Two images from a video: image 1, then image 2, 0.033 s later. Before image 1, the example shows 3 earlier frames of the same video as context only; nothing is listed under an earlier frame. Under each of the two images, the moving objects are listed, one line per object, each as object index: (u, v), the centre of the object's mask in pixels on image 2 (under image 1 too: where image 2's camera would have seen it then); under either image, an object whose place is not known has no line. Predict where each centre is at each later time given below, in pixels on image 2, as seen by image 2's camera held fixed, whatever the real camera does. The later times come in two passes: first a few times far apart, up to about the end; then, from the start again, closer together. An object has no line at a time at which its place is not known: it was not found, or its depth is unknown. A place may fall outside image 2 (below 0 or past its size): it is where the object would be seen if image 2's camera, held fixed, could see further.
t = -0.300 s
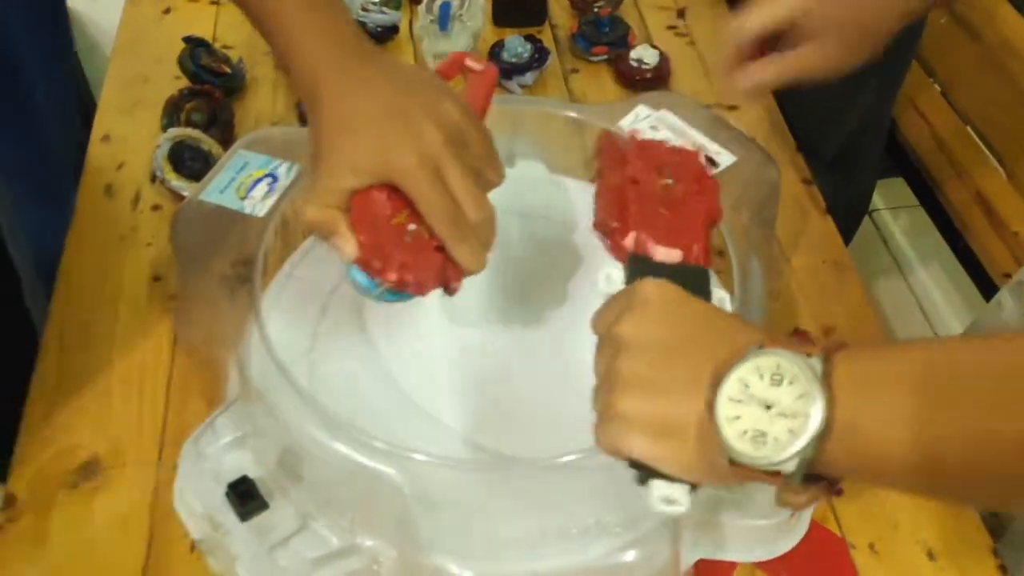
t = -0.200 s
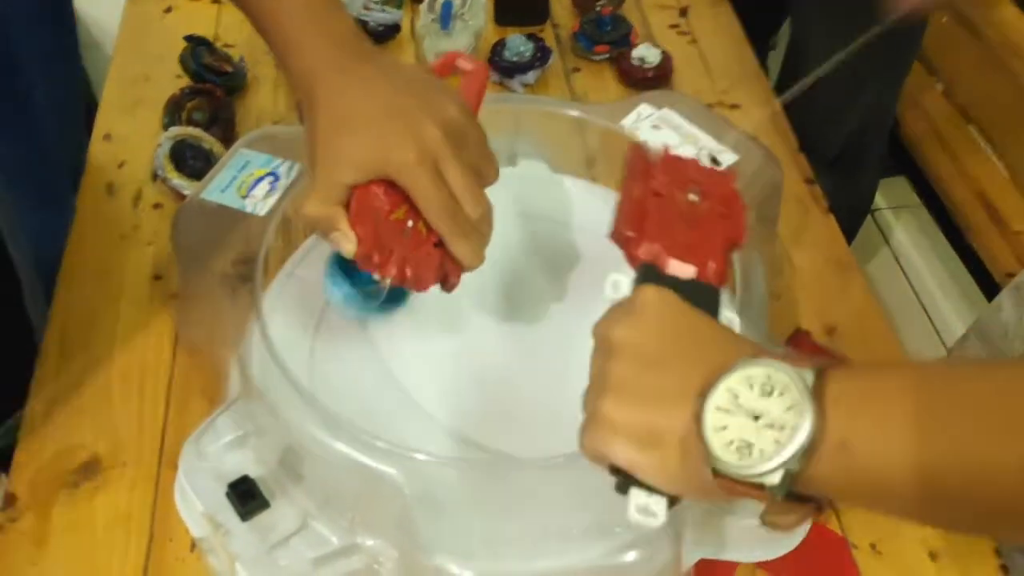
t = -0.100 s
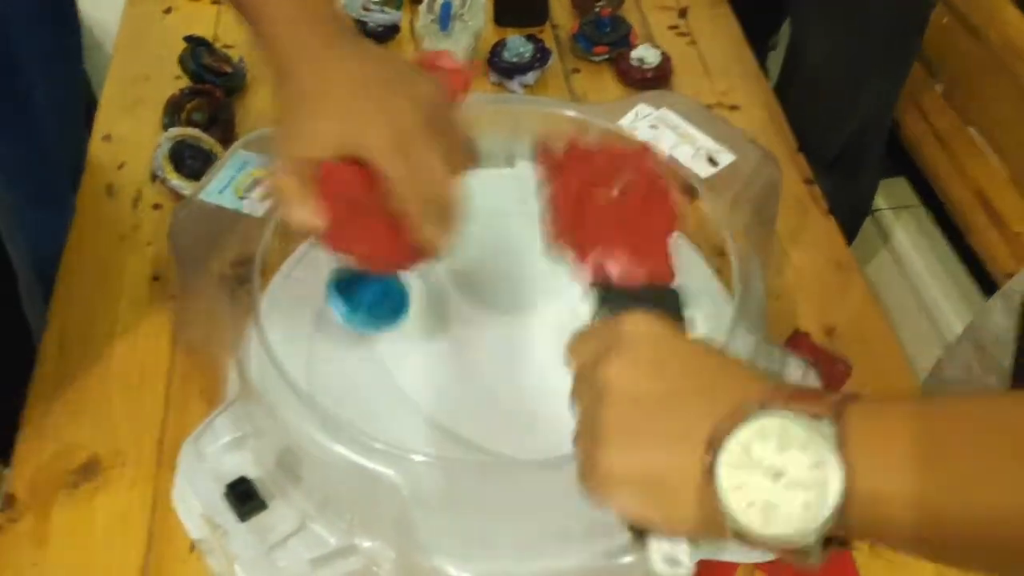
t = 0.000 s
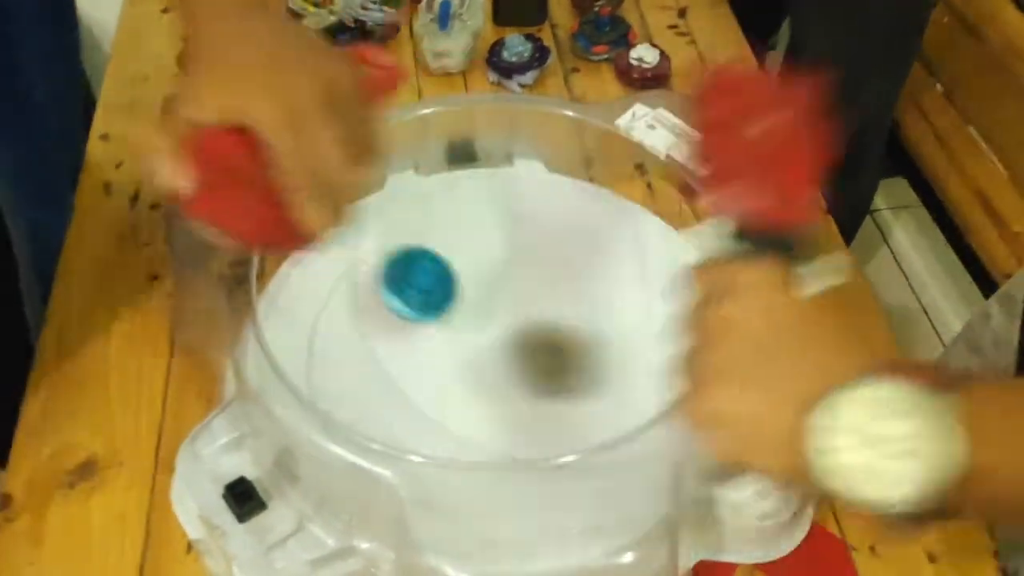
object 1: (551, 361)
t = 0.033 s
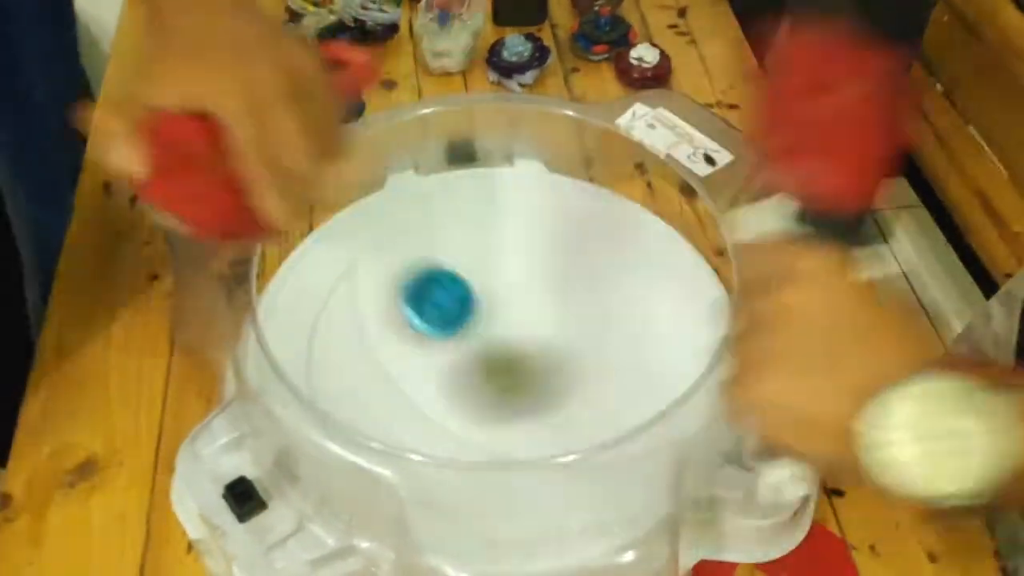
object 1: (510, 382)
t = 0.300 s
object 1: (343, 376)
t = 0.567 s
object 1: (477, 341)
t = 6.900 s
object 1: (519, 358)
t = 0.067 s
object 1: (467, 386)
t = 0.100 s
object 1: (431, 382)
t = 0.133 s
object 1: (396, 386)
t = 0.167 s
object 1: (372, 393)
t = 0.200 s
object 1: (347, 384)
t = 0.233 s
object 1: (332, 380)
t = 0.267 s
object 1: (330, 379)
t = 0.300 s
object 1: (343, 376)
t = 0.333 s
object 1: (364, 364)
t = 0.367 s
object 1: (382, 357)
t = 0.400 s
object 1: (407, 347)
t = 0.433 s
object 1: (434, 336)
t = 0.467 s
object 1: (458, 329)
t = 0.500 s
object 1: (477, 323)
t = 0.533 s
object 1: (487, 325)
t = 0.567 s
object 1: (477, 341)
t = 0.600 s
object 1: (469, 359)
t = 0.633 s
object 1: (461, 378)
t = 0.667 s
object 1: (451, 394)
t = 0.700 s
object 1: (448, 406)
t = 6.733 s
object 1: (593, 374)
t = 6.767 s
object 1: (578, 374)
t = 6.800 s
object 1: (562, 372)
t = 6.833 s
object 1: (548, 369)
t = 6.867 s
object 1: (532, 363)
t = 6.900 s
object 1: (519, 358)
